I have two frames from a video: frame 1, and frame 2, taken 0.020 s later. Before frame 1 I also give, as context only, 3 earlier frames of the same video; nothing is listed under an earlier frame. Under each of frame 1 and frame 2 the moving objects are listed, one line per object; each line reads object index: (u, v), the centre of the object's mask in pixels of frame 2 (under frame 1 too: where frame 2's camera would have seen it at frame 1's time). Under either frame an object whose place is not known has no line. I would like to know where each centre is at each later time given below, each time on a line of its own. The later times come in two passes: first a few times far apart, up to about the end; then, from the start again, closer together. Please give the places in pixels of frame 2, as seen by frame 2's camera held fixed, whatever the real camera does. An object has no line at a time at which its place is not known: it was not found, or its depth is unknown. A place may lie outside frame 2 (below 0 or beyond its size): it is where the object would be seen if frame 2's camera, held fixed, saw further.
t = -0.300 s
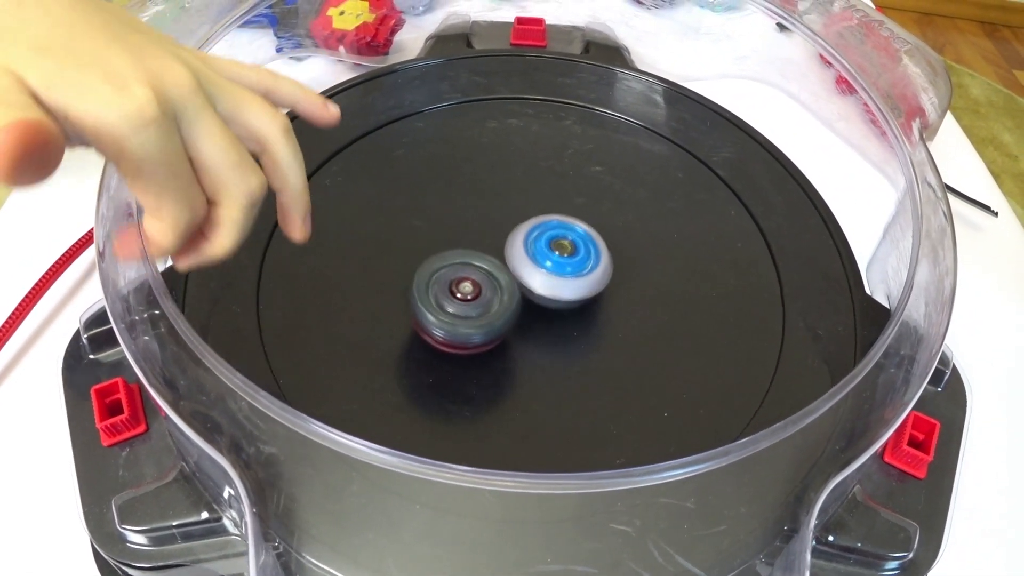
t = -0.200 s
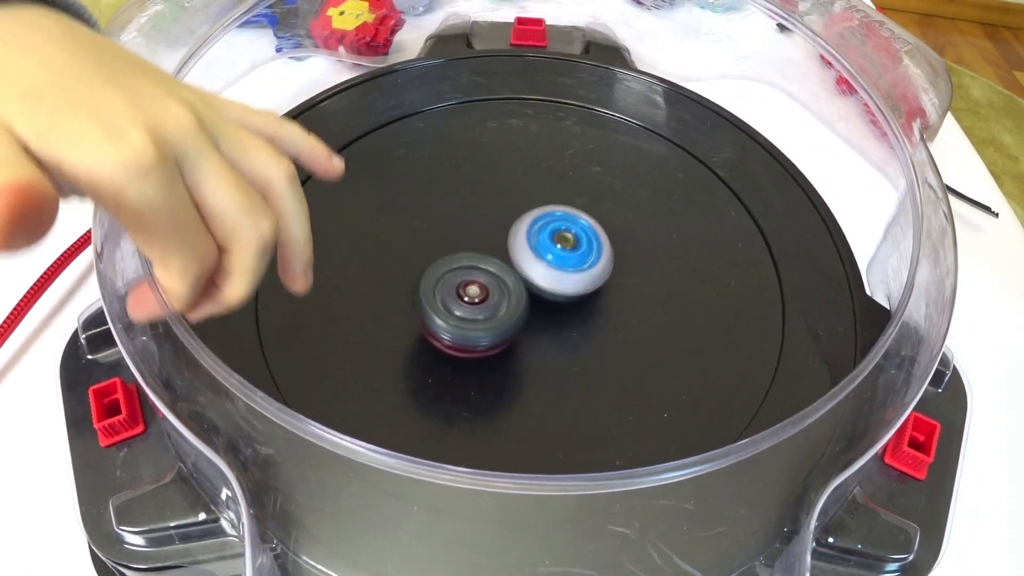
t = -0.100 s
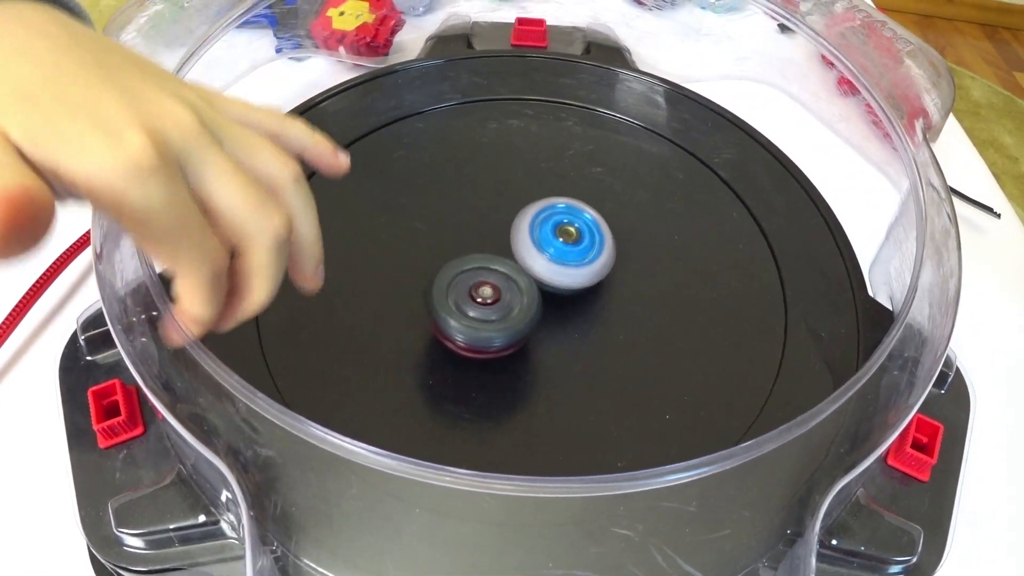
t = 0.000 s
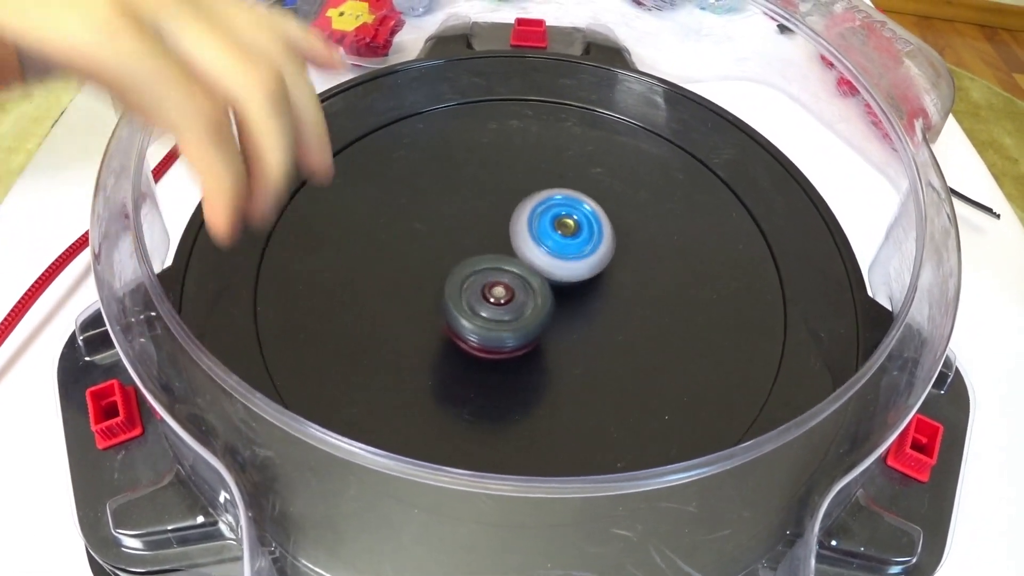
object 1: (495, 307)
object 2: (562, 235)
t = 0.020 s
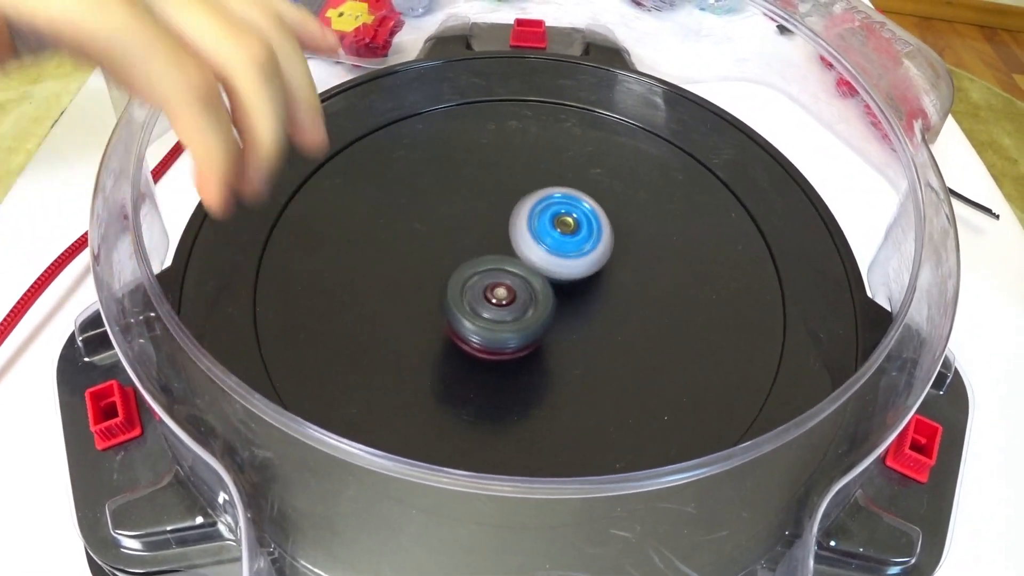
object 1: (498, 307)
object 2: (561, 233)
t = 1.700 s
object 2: (489, 213)
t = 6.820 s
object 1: (542, 223)
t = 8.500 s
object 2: (548, 300)
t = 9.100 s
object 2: (558, 285)
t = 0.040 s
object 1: (501, 307)
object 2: (561, 231)
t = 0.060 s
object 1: (503, 307)
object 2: (561, 230)
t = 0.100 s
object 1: (511, 306)
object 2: (561, 228)
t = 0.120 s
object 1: (514, 305)
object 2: (561, 227)
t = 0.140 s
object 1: (519, 306)
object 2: (560, 225)
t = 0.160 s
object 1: (522, 305)
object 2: (560, 224)
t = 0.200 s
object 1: (528, 308)
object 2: (560, 221)
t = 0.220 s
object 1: (530, 310)
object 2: (561, 220)
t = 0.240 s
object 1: (533, 311)
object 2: (560, 219)
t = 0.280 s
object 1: (538, 312)
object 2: (560, 219)
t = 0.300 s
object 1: (541, 313)
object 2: (560, 220)
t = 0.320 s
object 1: (543, 312)
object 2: (559, 220)
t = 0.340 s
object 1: (545, 312)
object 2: (559, 220)
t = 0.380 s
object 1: (550, 311)
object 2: (557, 222)
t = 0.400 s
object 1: (553, 310)
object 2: (557, 222)
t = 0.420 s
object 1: (556, 311)
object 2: (556, 222)
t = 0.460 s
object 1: (559, 311)
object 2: (554, 221)
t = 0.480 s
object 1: (561, 311)
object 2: (552, 221)
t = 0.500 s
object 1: (563, 311)
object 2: (551, 222)
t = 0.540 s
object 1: (566, 310)
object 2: (548, 222)
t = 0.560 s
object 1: (567, 312)
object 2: (546, 221)
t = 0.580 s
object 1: (568, 313)
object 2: (544, 220)
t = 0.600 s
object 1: (568, 314)
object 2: (542, 220)
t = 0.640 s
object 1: (568, 314)
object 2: (538, 220)
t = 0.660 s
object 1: (567, 313)
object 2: (536, 220)
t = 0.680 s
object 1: (567, 312)
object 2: (535, 221)
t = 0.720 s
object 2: (532, 223)
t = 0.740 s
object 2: (530, 223)
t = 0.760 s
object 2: (528, 221)
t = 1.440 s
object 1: (551, 287)
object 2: (490, 206)
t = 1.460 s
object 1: (549, 287)
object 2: (490, 207)
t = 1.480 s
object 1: (549, 286)
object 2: (491, 208)
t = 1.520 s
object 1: (548, 285)
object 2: (490, 209)
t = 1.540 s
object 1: (548, 286)
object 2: (489, 209)
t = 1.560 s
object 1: (549, 287)
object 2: (489, 209)
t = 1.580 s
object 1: (548, 287)
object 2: (489, 210)
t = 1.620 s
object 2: (489, 212)
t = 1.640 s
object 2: (489, 212)
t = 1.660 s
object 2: (489, 213)
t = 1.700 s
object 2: (489, 213)
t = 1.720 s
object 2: (489, 214)
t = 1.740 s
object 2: (489, 214)
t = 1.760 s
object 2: (489, 214)
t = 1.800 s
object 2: (490, 216)
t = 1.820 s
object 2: (491, 217)
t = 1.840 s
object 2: (491, 218)
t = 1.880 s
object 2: (491, 219)
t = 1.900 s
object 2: (491, 219)
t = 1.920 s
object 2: (490, 218)
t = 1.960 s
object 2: (489, 218)
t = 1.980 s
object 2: (490, 219)
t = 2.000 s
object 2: (490, 219)
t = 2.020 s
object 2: (490, 221)
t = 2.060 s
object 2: (491, 223)
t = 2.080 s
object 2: (492, 224)
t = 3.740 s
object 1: (608, 291)
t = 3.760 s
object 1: (609, 290)
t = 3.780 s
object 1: (609, 290)
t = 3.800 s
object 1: (609, 289)
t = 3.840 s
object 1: (606, 286)
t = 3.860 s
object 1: (605, 285)
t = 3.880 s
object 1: (603, 283)
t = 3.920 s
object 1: (598, 279)
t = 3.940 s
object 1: (595, 277)
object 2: (477, 236)
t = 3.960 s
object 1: (591, 274)
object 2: (479, 237)
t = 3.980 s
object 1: (587, 272)
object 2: (481, 238)
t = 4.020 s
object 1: (586, 269)
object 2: (479, 238)
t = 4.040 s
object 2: (478, 238)
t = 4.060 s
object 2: (478, 238)
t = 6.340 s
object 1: (542, 209)
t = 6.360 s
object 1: (543, 209)
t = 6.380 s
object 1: (545, 210)
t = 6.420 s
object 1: (546, 212)
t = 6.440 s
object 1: (546, 214)
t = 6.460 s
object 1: (546, 216)
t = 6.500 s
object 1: (545, 221)
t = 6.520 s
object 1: (545, 224)
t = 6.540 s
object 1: (545, 225)
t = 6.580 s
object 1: (545, 226)
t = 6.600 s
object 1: (545, 225)
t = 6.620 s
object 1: (545, 224)
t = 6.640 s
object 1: (546, 224)
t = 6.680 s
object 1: (546, 224)
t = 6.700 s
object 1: (546, 224)
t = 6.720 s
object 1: (545, 224)
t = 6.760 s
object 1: (545, 224)
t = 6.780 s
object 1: (543, 224)
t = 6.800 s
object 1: (543, 223)
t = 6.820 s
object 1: (542, 223)
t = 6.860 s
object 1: (541, 220)
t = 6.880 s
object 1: (541, 218)
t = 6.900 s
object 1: (540, 218)
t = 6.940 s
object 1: (539, 216)
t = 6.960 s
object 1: (539, 216)
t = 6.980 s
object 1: (538, 215)
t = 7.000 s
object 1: (536, 214)
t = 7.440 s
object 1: (511, 211)
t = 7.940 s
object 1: (497, 218)
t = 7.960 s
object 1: (497, 218)
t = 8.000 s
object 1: (496, 218)
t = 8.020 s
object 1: (495, 217)
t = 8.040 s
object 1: (494, 217)
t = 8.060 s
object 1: (493, 217)
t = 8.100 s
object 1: (491, 215)
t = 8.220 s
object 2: (536, 300)
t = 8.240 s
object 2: (536, 298)
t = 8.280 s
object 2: (536, 296)
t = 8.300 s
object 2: (537, 296)
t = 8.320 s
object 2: (537, 294)
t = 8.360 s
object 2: (539, 295)
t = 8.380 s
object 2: (542, 298)
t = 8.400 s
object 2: (544, 300)
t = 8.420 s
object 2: (545, 301)
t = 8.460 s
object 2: (547, 301)
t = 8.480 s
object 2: (547, 301)
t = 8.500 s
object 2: (548, 300)
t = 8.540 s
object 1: (484, 225)
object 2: (551, 301)
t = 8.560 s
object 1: (484, 225)
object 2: (554, 303)
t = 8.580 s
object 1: (483, 225)
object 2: (558, 306)
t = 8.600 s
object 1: (484, 225)
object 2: (559, 307)
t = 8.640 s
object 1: (485, 226)
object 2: (560, 308)
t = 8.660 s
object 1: (486, 227)
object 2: (560, 308)
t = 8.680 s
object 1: (488, 228)
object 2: (559, 307)
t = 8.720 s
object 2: (557, 305)
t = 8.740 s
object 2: (555, 304)
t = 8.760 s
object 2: (556, 303)
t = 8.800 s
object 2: (557, 303)
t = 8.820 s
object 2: (556, 303)
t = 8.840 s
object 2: (555, 301)
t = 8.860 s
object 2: (554, 300)
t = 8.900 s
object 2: (553, 296)
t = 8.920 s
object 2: (553, 294)
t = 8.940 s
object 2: (553, 293)
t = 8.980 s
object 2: (553, 290)
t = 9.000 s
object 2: (554, 288)
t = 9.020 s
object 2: (554, 288)
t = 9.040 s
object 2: (557, 287)
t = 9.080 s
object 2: (558, 286)
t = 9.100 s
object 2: (558, 285)
